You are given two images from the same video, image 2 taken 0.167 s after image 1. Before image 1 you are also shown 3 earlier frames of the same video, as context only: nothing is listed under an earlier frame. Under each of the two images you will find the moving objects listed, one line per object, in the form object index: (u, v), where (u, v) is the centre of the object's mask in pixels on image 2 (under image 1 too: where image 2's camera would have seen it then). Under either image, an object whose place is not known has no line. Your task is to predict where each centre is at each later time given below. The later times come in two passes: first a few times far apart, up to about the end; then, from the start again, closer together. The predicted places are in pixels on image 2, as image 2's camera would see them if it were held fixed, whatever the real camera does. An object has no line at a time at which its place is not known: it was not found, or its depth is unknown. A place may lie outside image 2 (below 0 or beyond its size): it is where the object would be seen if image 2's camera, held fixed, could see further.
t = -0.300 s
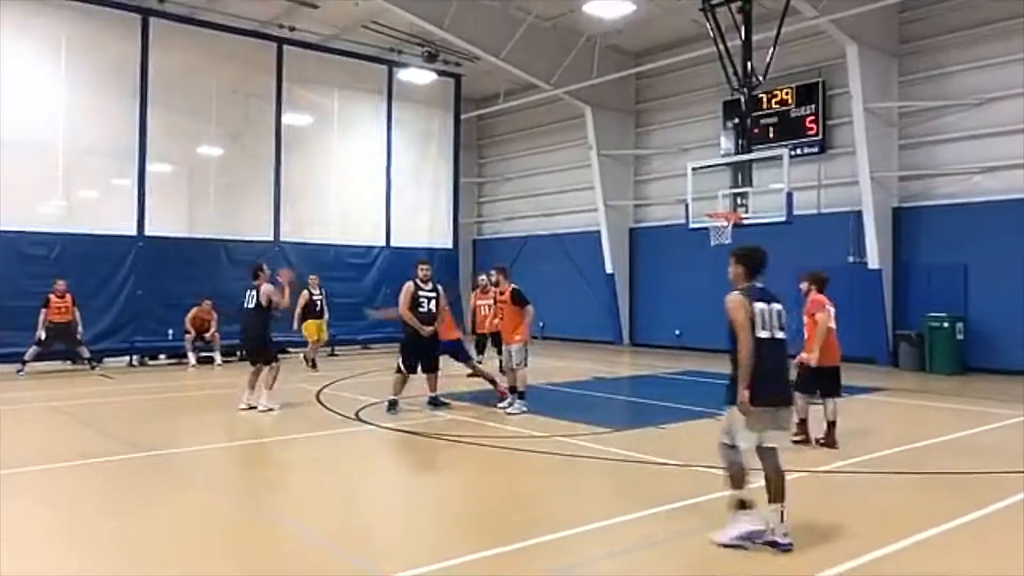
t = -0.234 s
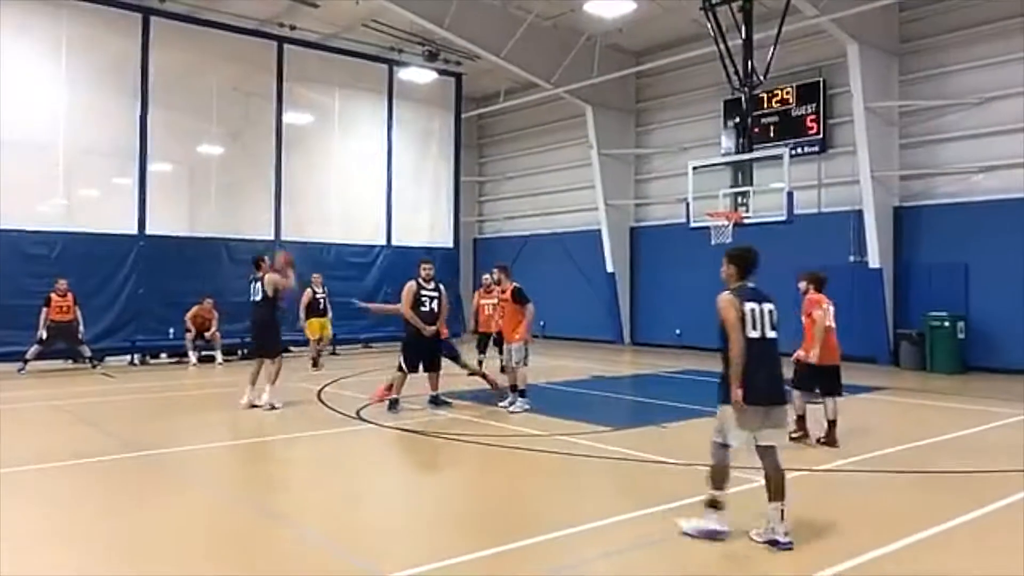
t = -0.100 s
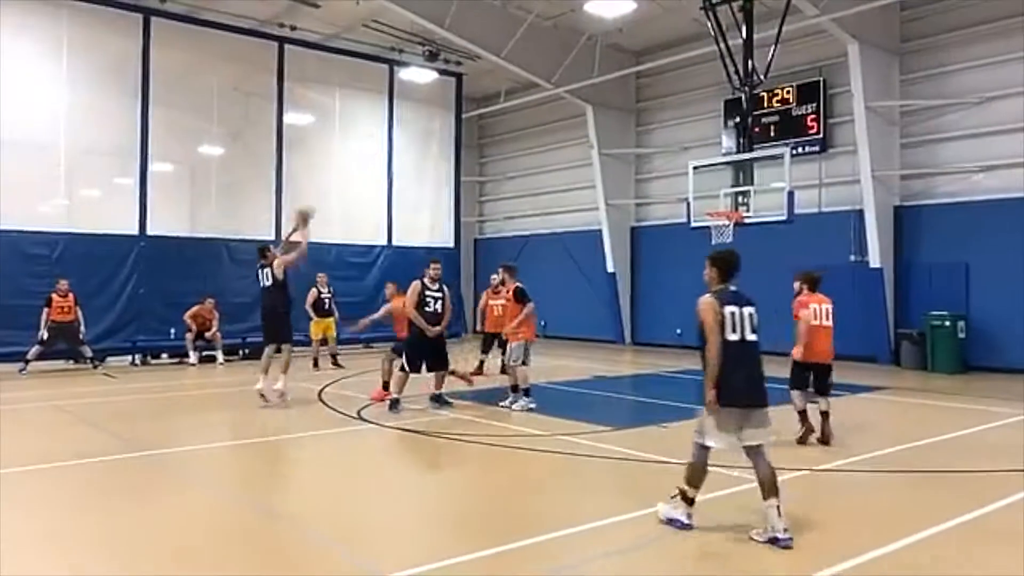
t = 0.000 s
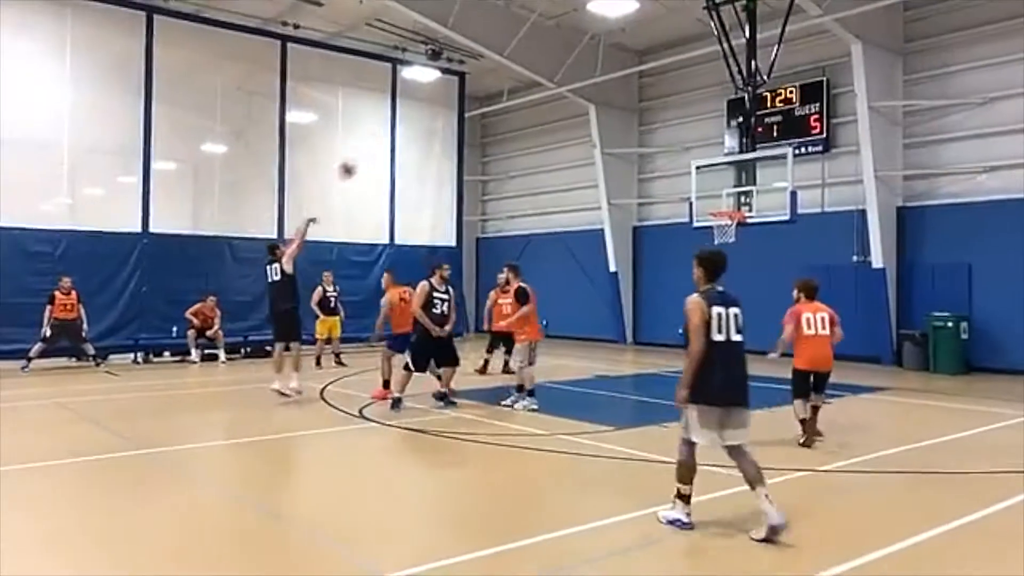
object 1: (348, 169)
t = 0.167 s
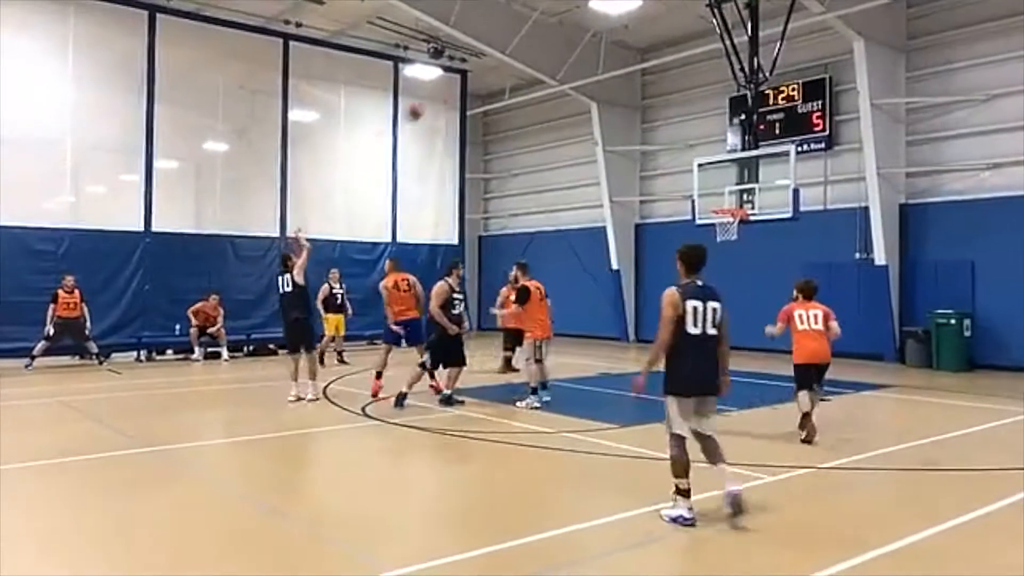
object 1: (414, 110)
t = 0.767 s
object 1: (608, 88)
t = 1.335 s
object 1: (745, 238)
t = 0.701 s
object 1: (590, 79)
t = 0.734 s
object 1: (599, 83)
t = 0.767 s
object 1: (608, 88)
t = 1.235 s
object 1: (745, 216)
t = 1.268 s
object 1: (739, 227)
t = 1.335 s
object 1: (745, 238)
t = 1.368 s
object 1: (747, 245)
